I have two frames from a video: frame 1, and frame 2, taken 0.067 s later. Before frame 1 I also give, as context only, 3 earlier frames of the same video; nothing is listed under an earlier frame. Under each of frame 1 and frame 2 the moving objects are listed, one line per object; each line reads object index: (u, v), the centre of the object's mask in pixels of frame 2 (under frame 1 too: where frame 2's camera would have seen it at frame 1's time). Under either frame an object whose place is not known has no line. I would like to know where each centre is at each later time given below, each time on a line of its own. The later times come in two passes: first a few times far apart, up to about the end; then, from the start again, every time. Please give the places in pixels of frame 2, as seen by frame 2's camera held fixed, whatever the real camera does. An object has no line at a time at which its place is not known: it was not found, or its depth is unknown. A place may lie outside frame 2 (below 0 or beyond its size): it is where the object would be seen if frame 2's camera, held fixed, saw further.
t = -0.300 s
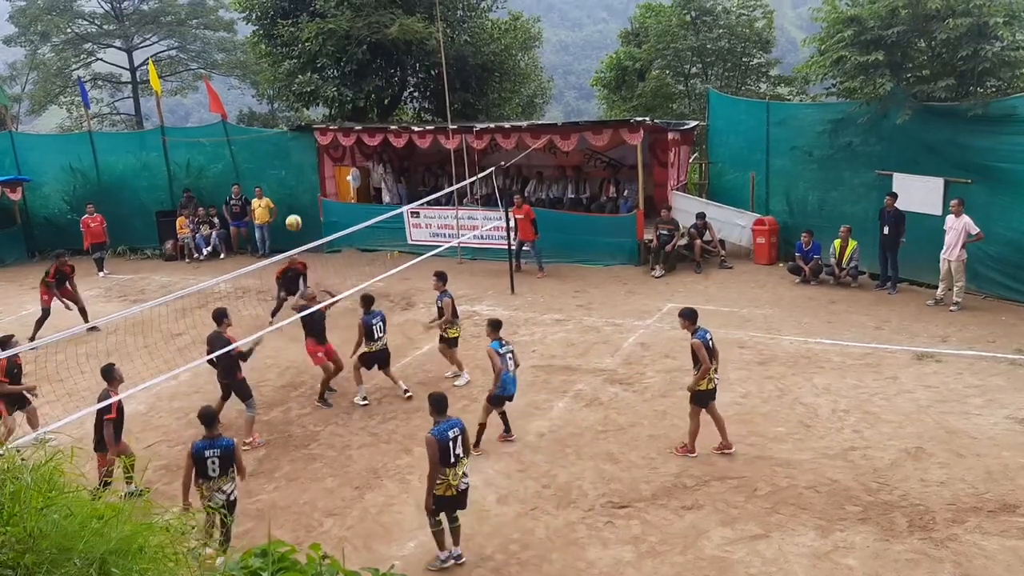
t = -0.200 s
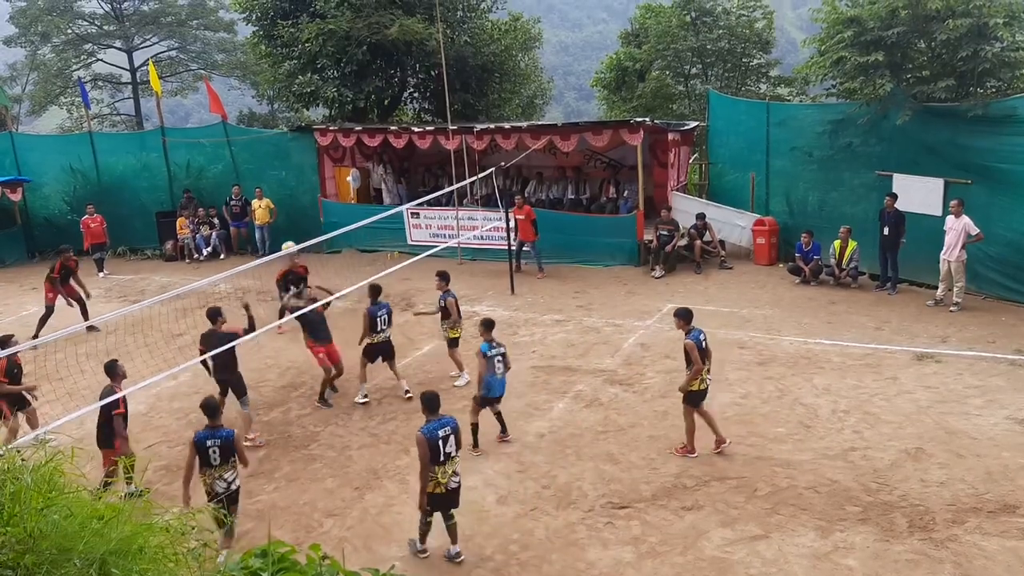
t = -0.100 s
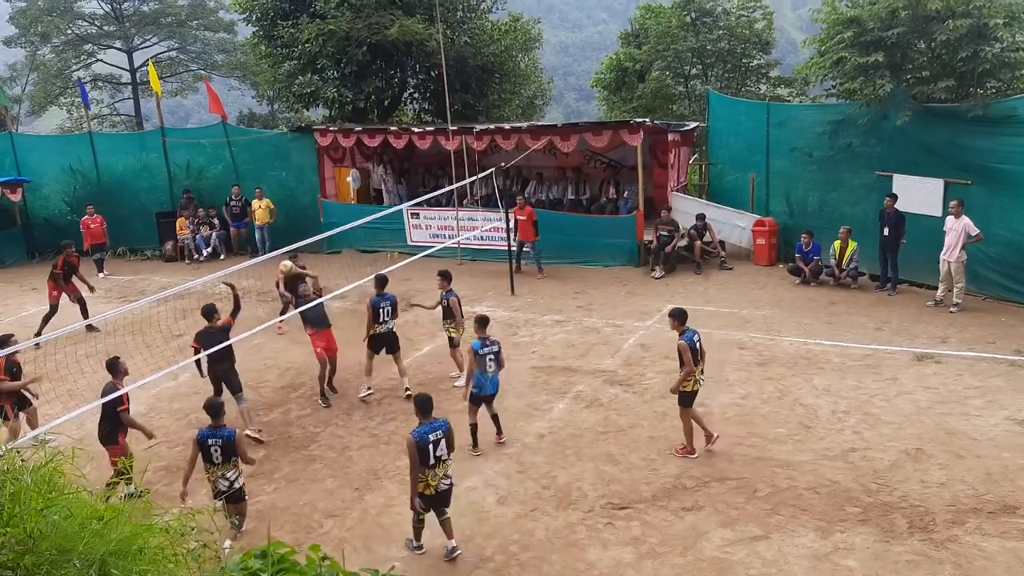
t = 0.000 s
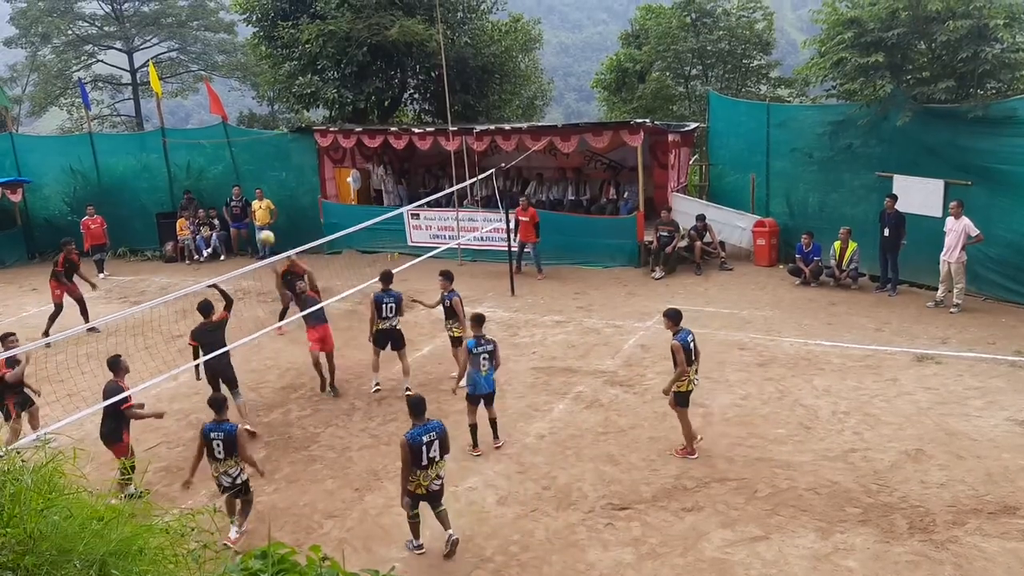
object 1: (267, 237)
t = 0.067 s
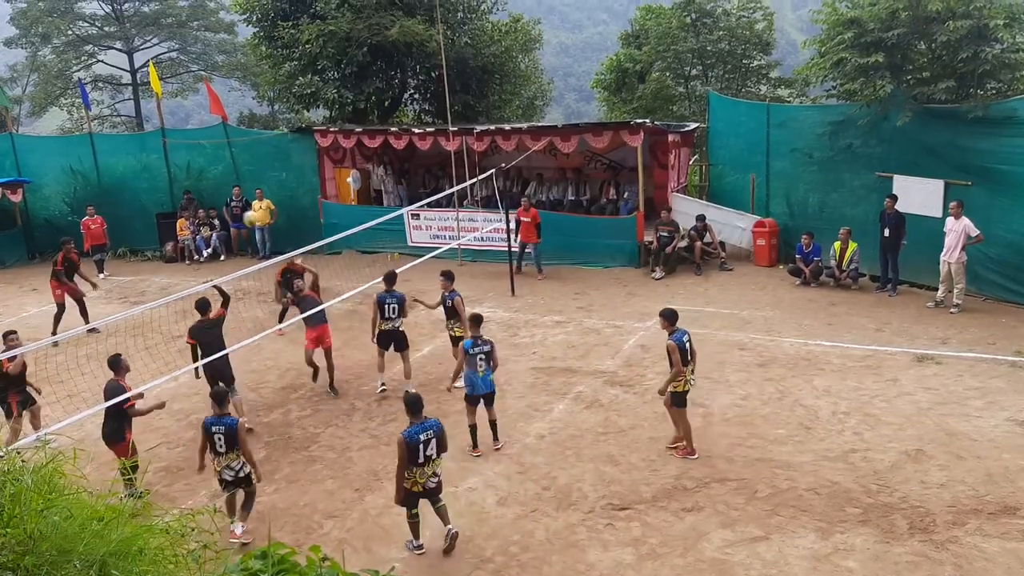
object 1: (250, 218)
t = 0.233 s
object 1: (212, 183)
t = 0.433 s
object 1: (167, 163)
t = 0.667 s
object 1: (117, 181)
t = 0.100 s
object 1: (243, 210)
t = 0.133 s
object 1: (236, 202)
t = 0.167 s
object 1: (228, 195)
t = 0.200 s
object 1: (220, 188)
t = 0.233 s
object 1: (212, 183)
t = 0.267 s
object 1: (205, 177)
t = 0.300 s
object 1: (197, 173)
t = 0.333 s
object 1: (190, 169)
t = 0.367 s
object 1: (182, 166)
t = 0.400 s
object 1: (174, 164)
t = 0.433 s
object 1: (167, 163)
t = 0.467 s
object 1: (159, 163)
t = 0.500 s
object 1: (152, 164)
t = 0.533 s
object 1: (145, 165)
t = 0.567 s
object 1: (138, 168)
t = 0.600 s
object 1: (131, 171)
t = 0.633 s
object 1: (123, 176)
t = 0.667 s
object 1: (117, 181)
